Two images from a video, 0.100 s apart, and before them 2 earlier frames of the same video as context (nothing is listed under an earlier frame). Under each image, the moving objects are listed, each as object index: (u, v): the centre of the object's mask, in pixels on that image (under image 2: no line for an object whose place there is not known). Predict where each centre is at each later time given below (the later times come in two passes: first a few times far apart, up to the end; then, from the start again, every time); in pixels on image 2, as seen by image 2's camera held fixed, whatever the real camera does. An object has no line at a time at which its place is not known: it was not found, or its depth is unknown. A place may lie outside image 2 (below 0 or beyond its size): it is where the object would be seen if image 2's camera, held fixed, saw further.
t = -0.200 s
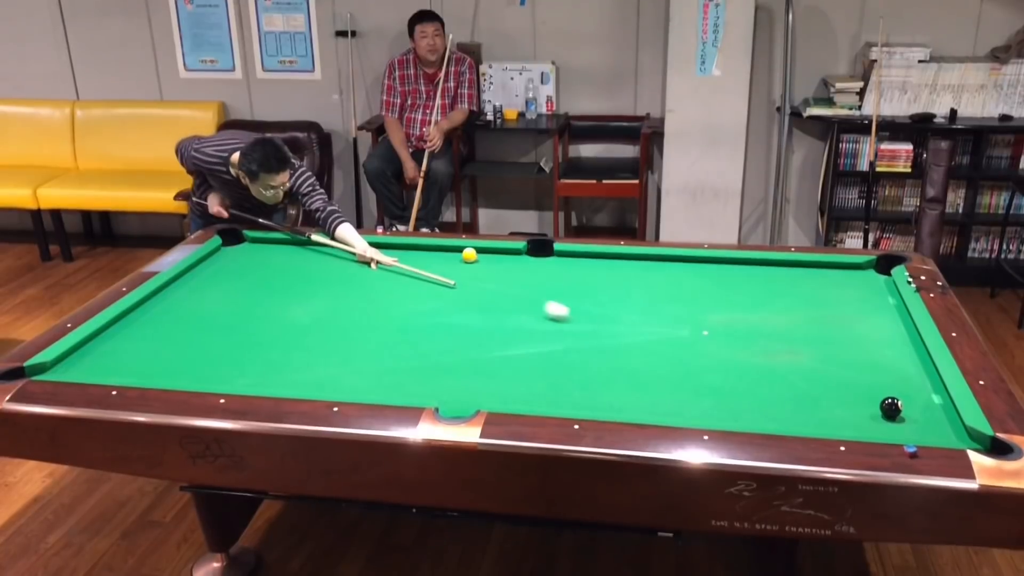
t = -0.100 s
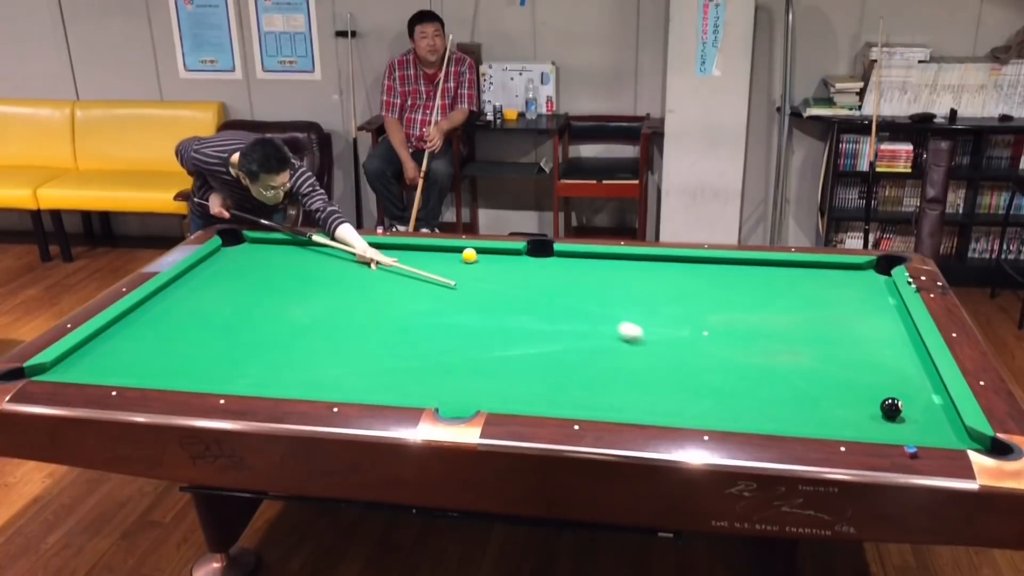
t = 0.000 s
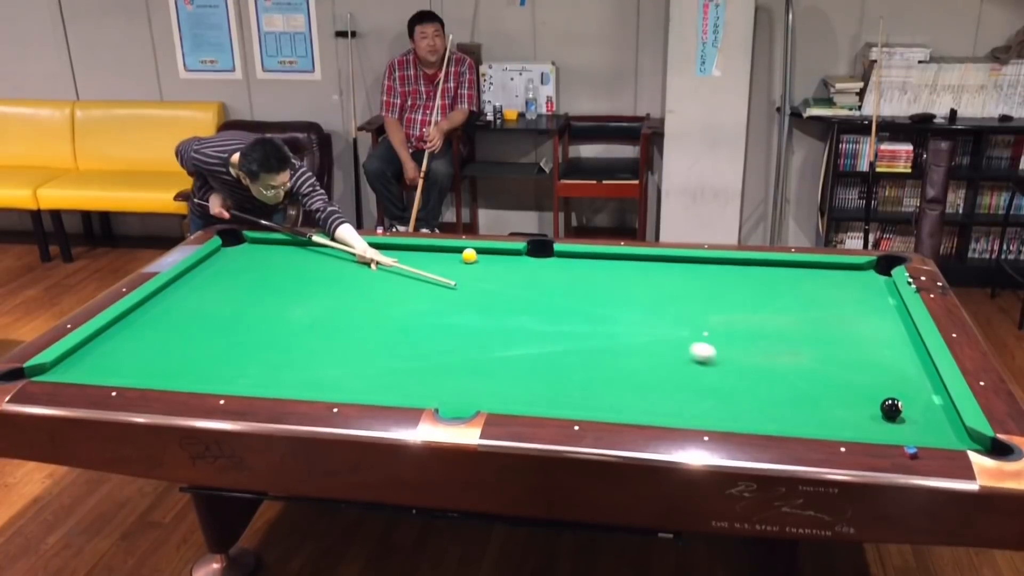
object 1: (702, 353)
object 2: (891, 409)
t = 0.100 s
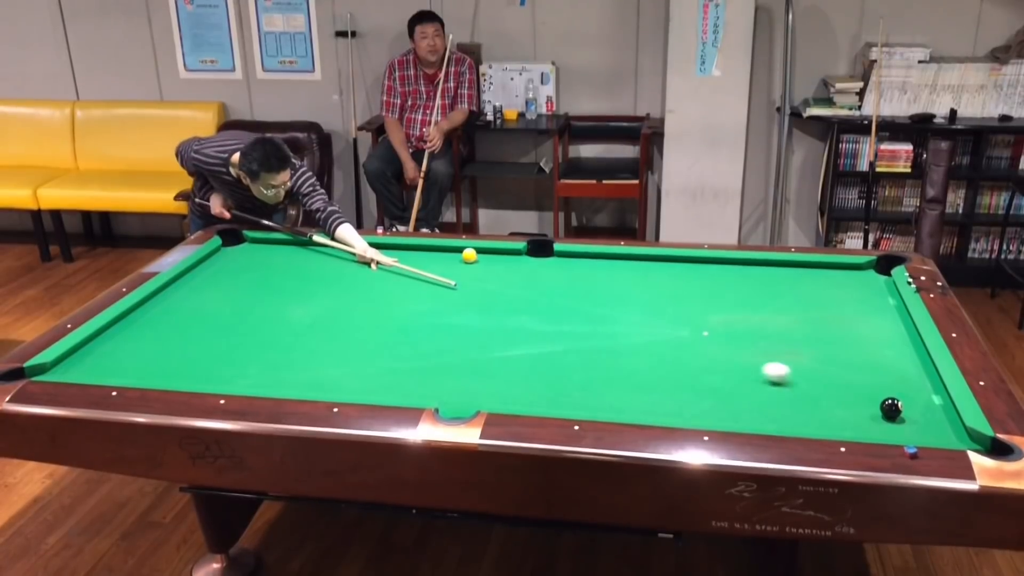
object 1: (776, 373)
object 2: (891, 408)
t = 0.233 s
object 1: (875, 398)
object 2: (901, 412)
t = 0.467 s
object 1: (938, 394)
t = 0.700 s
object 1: (889, 380)
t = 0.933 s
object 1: (844, 368)
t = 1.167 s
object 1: (803, 357)
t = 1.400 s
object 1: (766, 346)
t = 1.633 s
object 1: (733, 337)
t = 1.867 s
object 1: (702, 328)
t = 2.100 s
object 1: (674, 320)
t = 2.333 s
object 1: (649, 313)
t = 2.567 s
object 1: (625, 306)
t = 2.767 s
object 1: (607, 301)
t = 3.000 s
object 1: (587, 296)
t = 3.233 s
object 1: (570, 290)
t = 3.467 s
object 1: (553, 285)
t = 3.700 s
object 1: (538, 282)
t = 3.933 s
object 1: (525, 277)
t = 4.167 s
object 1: (513, 274)
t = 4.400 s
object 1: (502, 271)
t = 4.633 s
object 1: (492, 268)
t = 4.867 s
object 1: (483, 266)
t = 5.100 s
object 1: (475, 263)
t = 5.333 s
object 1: (469, 261)
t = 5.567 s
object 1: (462, 261)
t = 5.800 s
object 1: (456, 260)
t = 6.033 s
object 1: (452, 260)
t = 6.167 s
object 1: (450, 260)
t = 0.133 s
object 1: (801, 380)
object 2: (891, 408)
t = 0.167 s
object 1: (828, 387)
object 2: (891, 408)
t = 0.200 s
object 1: (856, 395)
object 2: (891, 408)
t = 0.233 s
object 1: (875, 398)
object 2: (901, 412)
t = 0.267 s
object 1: (881, 396)
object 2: (923, 422)
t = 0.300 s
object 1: (889, 395)
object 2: (945, 430)
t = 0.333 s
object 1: (897, 394)
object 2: (966, 440)
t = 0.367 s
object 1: (906, 394)
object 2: (989, 449)
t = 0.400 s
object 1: (917, 394)
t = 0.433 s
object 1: (929, 394)
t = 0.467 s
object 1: (938, 394)
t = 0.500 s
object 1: (930, 392)
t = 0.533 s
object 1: (923, 390)
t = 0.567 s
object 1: (916, 388)
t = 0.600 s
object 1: (909, 386)
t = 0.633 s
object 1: (902, 384)
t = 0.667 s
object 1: (895, 382)
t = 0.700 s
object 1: (889, 380)
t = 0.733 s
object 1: (882, 379)
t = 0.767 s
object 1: (875, 376)
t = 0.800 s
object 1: (869, 374)
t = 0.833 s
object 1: (862, 373)
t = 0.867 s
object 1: (856, 371)
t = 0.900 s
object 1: (850, 369)
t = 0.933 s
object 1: (844, 368)
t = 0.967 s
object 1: (838, 366)
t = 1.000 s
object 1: (832, 364)
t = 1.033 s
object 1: (826, 363)
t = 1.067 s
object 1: (820, 361)
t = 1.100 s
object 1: (814, 360)
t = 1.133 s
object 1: (809, 358)
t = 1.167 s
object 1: (803, 357)
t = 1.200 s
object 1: (798, 355)
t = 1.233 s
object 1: (792, 353)
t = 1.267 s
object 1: (787, 352)
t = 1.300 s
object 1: (781, 351)
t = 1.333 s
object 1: (776, 349)
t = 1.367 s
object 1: (771, 347)
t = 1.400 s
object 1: (766, 346)
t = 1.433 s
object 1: (761, 345)
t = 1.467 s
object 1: (756, 343)
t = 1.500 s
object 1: (751, 342)
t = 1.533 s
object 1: (746, 341)
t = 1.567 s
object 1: (742, 339)
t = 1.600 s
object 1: (737, 338)
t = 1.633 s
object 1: (733, 337)
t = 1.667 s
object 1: (728, 336)
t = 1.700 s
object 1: (723, 334)
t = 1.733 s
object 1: (719, 333)
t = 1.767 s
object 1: (714, 332)
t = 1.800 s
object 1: (710, 330)
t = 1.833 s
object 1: (706, 329)
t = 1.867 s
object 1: (702, 328)
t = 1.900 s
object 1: (698, 327)
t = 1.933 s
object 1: (693, 326)
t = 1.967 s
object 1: (689, 324)
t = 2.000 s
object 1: (685, 323)
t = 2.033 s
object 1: (681, 322)
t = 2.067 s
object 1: (678, 321)
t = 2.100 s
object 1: (674, 320)
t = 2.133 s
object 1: (670, 319)
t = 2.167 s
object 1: (666, 318)
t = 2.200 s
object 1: (663, 317)
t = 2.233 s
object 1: (659, 316)
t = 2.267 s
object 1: (656, 315)
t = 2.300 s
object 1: (652, 314)
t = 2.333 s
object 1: (649, 313)
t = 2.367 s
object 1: (645, 312)
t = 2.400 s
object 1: (642, 311)
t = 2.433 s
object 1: (638, 310)
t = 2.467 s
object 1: (635, 309)
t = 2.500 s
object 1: (632, 308)
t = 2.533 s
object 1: (628, 307)
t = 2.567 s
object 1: (625, 306)
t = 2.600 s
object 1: (622, 305)
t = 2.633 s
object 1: (619, 304)
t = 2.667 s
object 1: (616, 303)
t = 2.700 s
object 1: (613, 303)
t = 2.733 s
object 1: (610, 302)
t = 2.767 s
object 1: (607, 301)
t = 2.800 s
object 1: (604, 300)
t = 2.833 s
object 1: (601, 299)
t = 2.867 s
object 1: (599, 299)
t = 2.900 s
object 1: (596, 298)
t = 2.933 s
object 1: (593, 297)
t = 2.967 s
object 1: (590, 296)
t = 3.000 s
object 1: (587, 296)
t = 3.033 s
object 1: (585, 295)
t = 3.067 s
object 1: (582, 294)
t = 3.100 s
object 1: (580, 293)
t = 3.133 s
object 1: (577, 292)
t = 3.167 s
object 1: (574, 292)
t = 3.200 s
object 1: (572, 291)
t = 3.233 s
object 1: (570, 290)
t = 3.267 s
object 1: (567, 290)
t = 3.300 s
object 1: (565, 289)
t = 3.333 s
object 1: (562, 288)
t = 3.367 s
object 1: (560, 288)
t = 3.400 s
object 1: (558, 287)
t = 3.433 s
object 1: (555, 286)
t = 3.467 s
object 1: (553, 285)
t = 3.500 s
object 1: (551, 285)
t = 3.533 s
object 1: (549, 285)
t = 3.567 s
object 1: (547, 284)
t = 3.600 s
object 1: (544, 283)
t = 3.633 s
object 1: (542, 283)
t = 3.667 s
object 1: (540, 282)
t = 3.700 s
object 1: (538, 282)
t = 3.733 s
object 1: (536, 281)
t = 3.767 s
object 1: (534, 280)
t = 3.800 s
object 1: (532, 280)
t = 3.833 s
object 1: (531, 279)
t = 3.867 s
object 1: (529, 278)
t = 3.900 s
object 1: (527, 278)
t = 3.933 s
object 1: (525, 277)
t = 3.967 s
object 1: (523, 277)
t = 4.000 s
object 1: (521, 277)
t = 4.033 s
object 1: (520, 276)
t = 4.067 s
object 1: (518, 276)
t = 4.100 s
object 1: (516, 275)
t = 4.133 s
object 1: (514, 275)
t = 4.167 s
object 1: (513, 274)
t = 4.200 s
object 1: (511, 274)
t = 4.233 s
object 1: (510, 273)
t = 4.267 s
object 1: (508, 273)
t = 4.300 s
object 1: (506, 272)
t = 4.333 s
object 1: (505, 272)
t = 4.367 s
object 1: (503, 271)
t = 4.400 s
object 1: (502, 271)
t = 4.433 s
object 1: (501, 270)
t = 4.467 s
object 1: (499, 270)
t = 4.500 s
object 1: (498, 269)
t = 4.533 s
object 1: (496, 269)
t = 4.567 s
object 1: (495, 269)
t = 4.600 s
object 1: (494, 268)
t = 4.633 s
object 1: (492, 268)
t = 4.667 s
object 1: (491, 267)
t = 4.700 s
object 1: (490, 267)
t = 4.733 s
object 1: (488, 267)
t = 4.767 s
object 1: (487, 267)
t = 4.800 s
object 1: (486, 266)
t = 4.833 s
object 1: (485, 266)
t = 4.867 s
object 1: (483, 266)
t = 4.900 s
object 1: (482, 265)
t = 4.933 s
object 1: (481, 265)
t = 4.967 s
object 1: (480, 265)
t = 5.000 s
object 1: (479, 264)
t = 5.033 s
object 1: (478, 264)
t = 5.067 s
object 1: (477, 264)
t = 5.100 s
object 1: (475, 263)
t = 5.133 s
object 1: (474, 263)
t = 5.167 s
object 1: (473, 263)
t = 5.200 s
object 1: (472, 263)
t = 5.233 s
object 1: (471, 262)
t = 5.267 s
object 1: (470, 262)
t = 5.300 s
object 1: (470, 261)
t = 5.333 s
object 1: (469, 261)
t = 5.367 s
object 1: (468, 262)
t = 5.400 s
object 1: (467, 262)
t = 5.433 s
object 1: (466, 262)
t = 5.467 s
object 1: (465, 261)
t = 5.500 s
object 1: (464, 261)
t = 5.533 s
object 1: (463, 261)
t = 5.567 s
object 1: (462, 261)
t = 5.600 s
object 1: (461, 261)
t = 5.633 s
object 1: (460, 261)
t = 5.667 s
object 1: (459, 260)
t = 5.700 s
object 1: (458, 260)
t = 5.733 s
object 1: (457, 260)
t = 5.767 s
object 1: (457, 260)
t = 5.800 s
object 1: (456, 260)
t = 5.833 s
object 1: (455, 260)
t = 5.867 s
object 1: (455, 260)
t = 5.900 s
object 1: (454, 260)
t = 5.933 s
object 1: (454, 260)
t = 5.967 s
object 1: (453, 260)
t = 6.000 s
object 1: (453, 260)
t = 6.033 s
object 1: (452, 260)
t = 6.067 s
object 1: (451, 260)
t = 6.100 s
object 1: (451, 260)
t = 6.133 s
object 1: (450, 260)
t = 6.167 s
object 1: (450, 260)
